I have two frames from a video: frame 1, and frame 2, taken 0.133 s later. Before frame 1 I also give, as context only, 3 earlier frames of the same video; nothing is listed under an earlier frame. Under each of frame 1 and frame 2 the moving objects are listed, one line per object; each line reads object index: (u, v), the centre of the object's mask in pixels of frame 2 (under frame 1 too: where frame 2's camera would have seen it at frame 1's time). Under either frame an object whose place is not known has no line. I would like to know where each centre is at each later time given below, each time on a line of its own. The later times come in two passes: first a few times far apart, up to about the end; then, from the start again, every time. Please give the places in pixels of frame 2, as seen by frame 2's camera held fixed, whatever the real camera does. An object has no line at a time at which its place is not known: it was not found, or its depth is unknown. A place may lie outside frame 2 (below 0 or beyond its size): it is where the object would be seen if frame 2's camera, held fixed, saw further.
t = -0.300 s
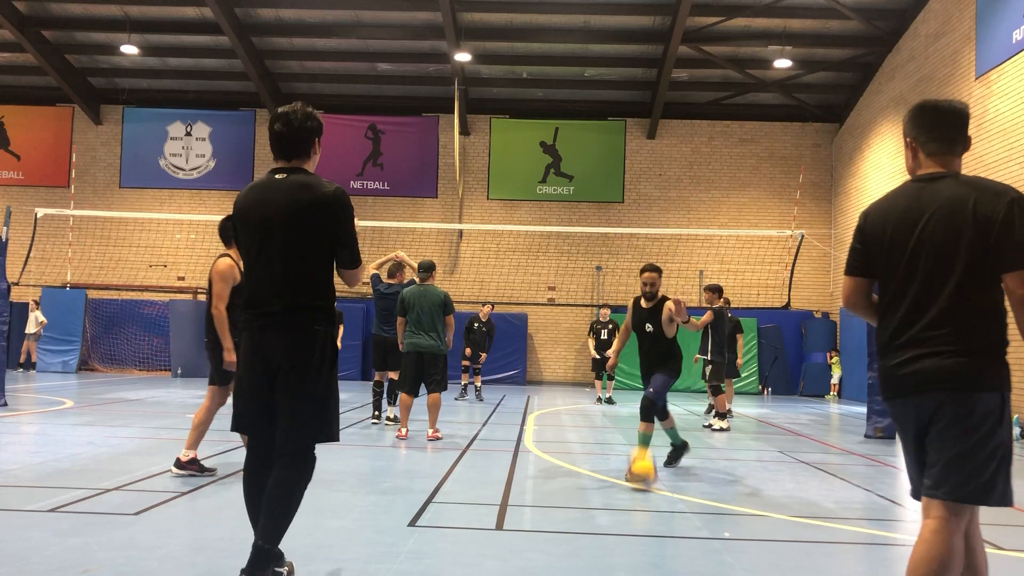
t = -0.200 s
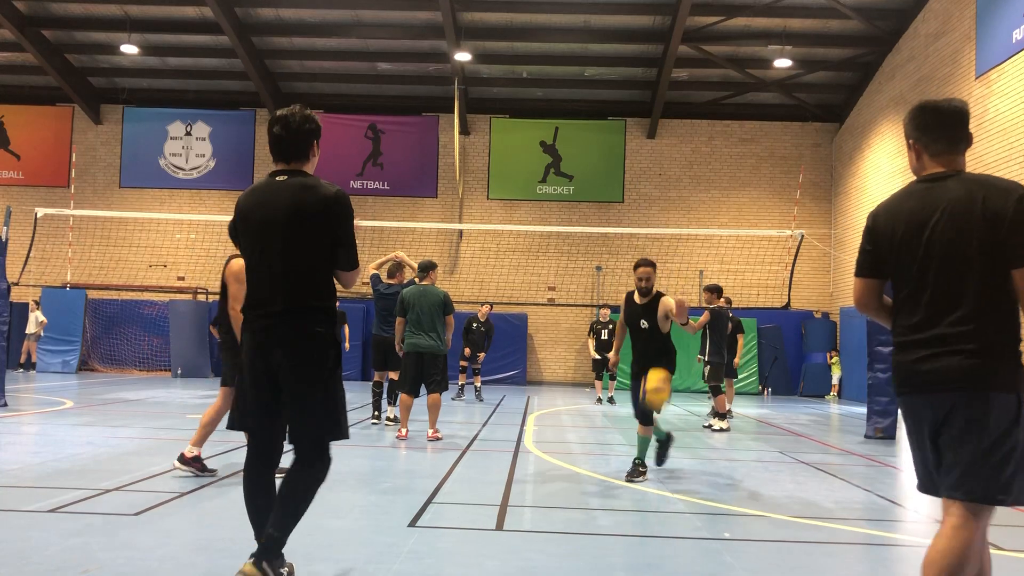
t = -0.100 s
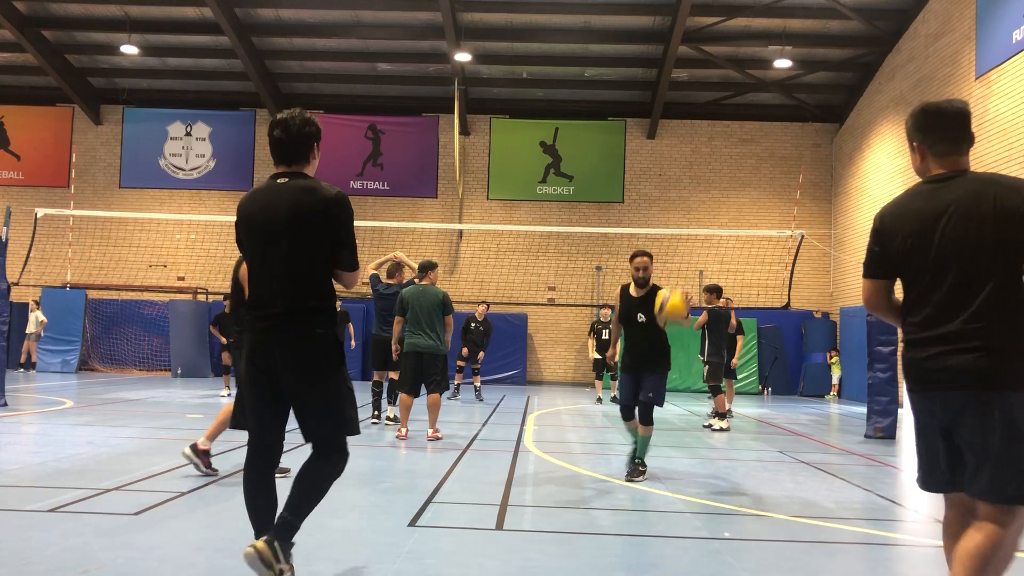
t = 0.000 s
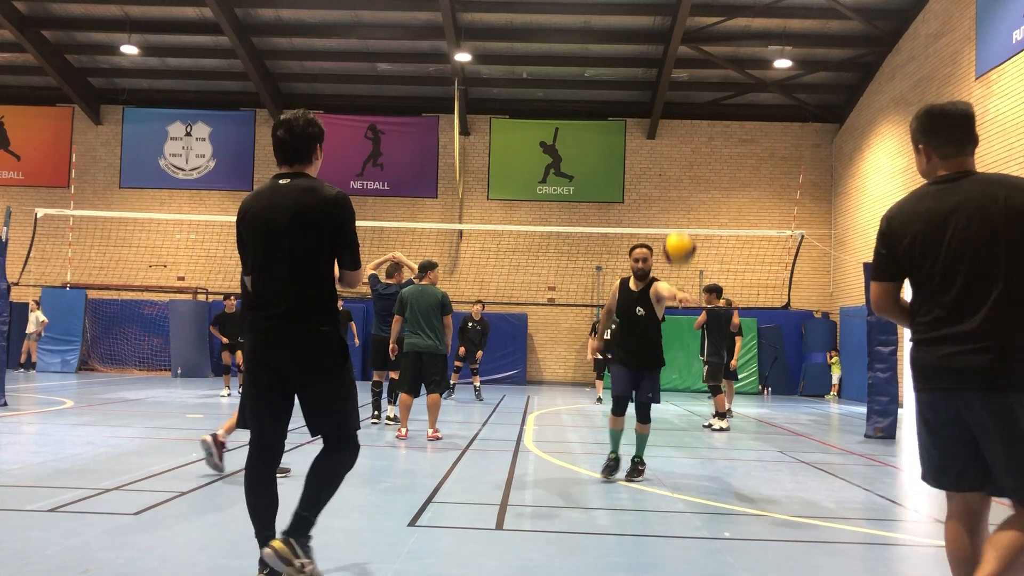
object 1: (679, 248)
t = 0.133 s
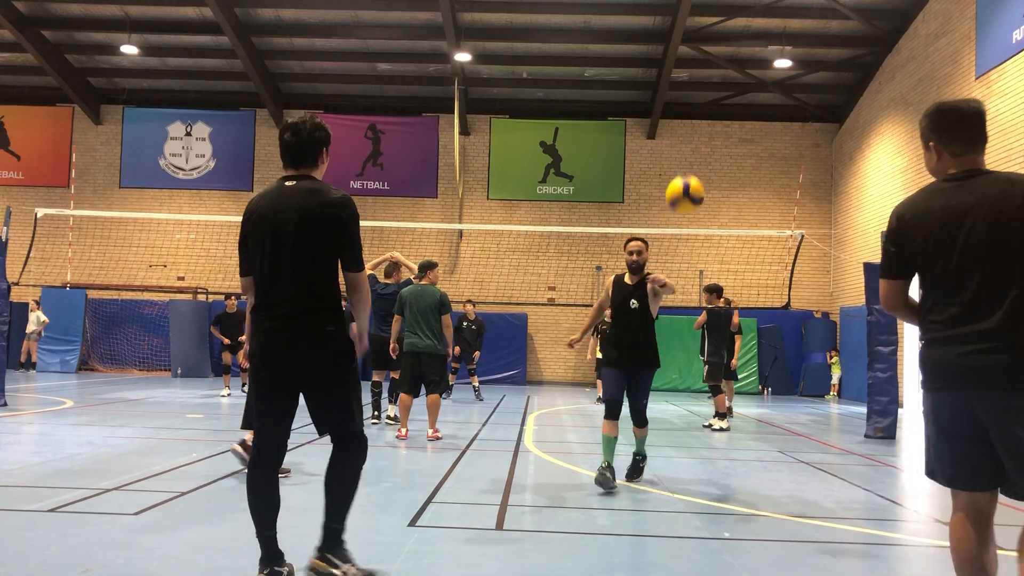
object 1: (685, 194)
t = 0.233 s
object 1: (690, 168)
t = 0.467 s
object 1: (703, 170)
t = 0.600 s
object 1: (711, 227)
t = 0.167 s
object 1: (687, 184)
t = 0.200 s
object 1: (689, 175)
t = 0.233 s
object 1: (690, 168)
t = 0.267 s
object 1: (693, 163)
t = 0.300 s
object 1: (694, 158)
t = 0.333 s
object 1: (696, 158)
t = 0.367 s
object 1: (697, 158)
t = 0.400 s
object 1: (699, 160)
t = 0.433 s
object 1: (701, 164)
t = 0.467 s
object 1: (703, 170)
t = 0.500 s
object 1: (705, 180)
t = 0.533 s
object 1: (707, 193)
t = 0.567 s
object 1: (708, 208)
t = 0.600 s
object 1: (711, 227)
